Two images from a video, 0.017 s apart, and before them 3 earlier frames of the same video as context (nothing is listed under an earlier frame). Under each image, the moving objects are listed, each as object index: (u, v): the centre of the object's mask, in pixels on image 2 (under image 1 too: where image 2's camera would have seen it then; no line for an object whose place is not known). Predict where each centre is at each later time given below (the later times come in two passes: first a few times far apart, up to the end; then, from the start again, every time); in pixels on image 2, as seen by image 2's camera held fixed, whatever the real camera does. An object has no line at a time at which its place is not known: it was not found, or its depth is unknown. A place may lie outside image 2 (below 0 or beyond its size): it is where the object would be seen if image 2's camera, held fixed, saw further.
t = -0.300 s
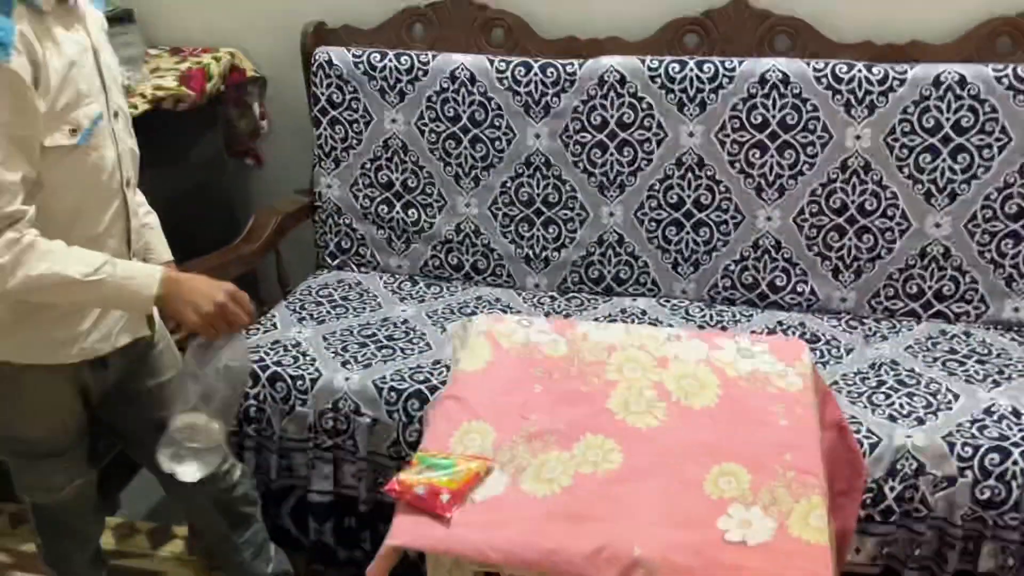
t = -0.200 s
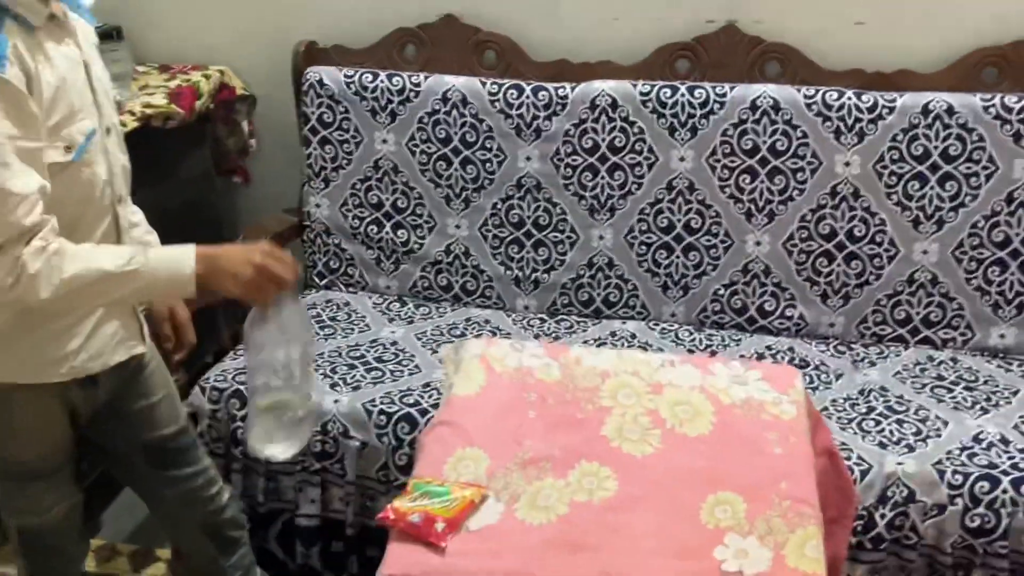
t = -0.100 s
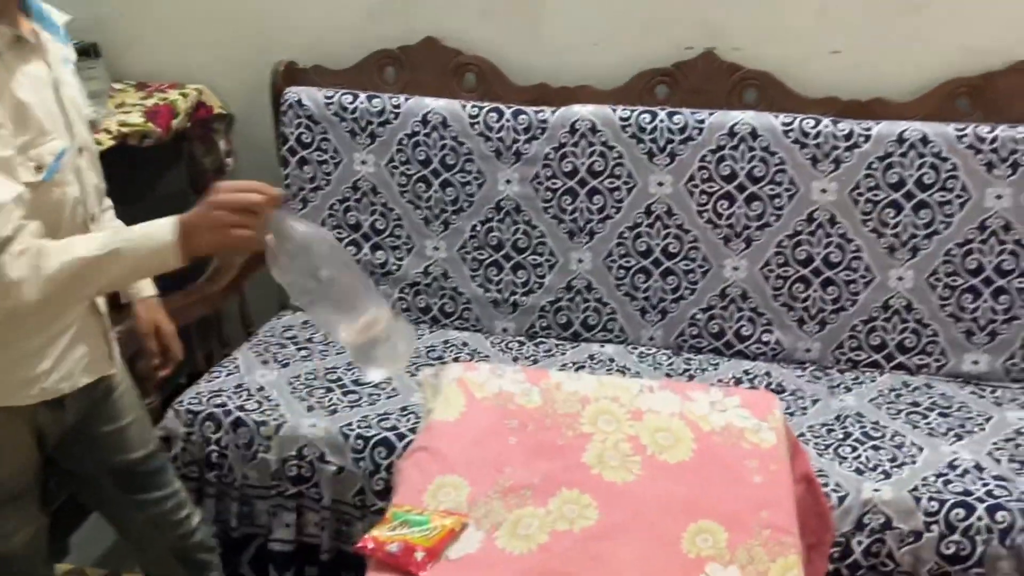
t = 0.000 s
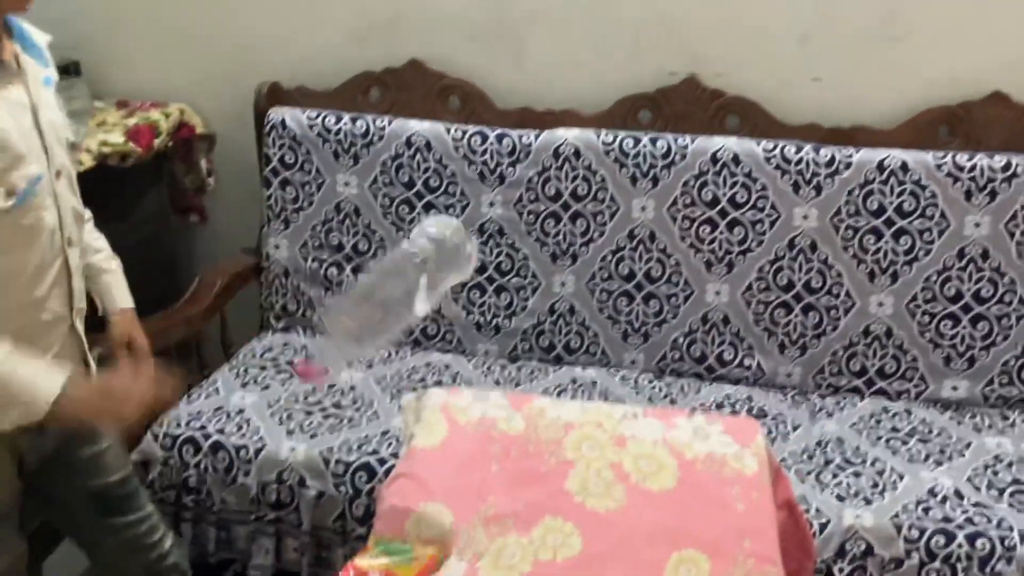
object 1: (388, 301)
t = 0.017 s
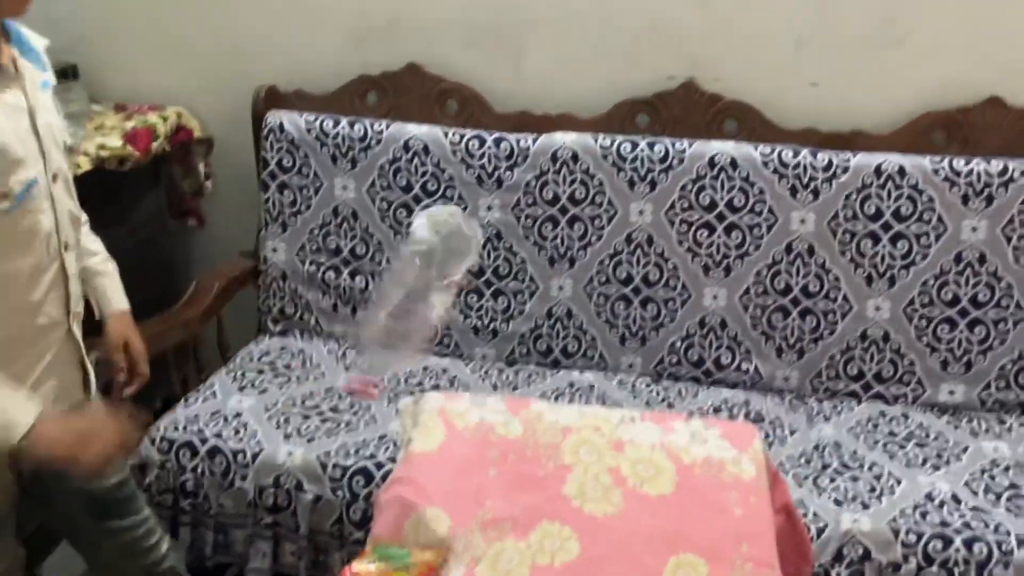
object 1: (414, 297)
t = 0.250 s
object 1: (593, 341)
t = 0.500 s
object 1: (665, 465)
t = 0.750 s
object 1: (666, 469)
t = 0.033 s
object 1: (440, 289)
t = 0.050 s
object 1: (459, 280)
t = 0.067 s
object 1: (474, 271)
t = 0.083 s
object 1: (491, 263)
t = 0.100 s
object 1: (501, 260)
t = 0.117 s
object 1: (509, 259)
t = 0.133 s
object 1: (519, 261)
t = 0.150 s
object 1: (528, 266)
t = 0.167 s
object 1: (539, 273)
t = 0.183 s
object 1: (551, 284)
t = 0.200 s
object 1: (563, 296)
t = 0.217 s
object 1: (572, 308)
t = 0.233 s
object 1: (585, 324)
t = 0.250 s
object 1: (593, 341)
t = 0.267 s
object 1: (603, 361)
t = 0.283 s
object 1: (610, 382)
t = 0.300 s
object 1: (619, 407)
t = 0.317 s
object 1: (626, 430)
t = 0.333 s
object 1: (635, 438)
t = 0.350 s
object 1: (640, 451)
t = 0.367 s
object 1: (647, 463)
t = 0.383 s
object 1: (652, 461)
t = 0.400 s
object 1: (654, 460)
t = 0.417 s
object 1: (659, 460)
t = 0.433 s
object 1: (662, 461)
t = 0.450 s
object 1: (664, 462)
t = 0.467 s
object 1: (664, 462)
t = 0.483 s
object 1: (664, 464)
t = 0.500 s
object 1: (665, 465)
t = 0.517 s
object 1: (666, 466)
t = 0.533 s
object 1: (666, 467)
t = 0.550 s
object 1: (667, 468)
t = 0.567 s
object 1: (667, 468)
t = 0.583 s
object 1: (667, 468)
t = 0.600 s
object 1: (667, 468)
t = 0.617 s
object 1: (667, 468)
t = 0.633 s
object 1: (667, 468)
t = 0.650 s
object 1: (666, 467)
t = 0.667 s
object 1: (666, 467)
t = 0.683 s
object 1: (666, 467)
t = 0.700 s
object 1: (666, 468)
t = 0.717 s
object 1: (666, 468)
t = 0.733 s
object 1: (666, 468)
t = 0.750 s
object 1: (666, 469)
